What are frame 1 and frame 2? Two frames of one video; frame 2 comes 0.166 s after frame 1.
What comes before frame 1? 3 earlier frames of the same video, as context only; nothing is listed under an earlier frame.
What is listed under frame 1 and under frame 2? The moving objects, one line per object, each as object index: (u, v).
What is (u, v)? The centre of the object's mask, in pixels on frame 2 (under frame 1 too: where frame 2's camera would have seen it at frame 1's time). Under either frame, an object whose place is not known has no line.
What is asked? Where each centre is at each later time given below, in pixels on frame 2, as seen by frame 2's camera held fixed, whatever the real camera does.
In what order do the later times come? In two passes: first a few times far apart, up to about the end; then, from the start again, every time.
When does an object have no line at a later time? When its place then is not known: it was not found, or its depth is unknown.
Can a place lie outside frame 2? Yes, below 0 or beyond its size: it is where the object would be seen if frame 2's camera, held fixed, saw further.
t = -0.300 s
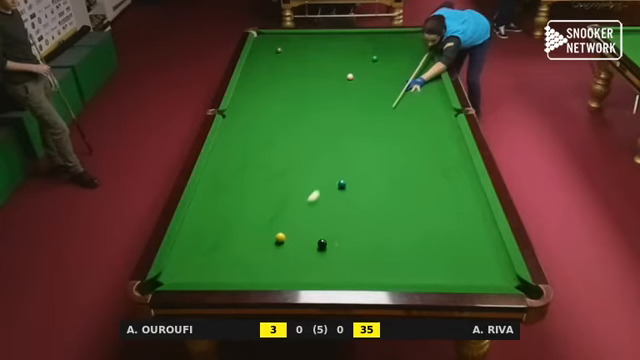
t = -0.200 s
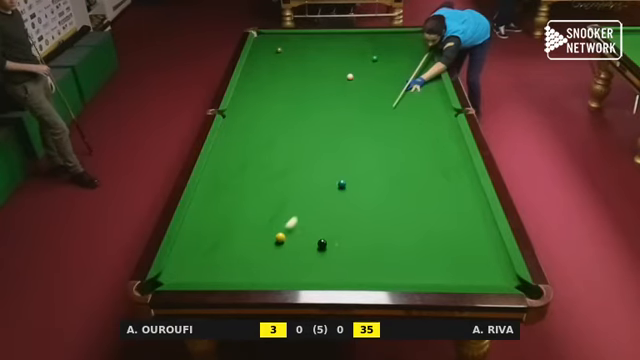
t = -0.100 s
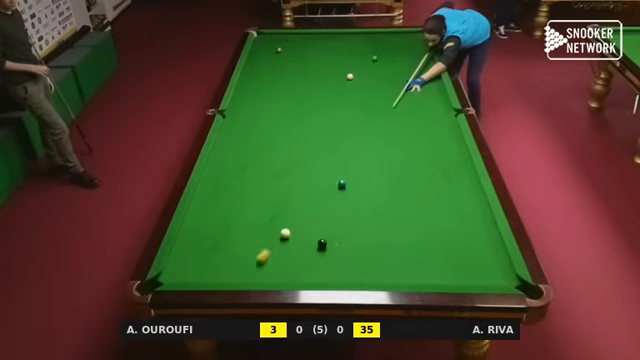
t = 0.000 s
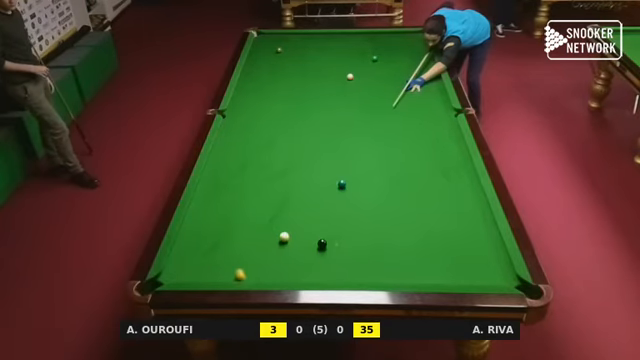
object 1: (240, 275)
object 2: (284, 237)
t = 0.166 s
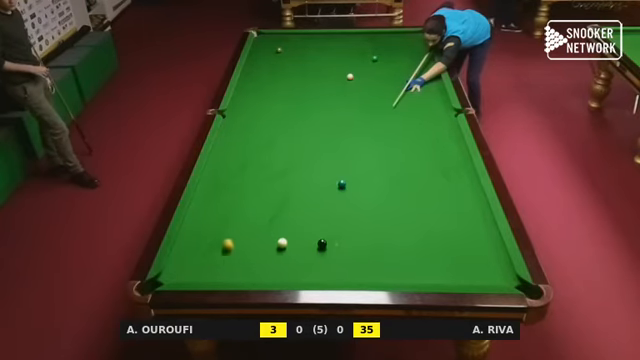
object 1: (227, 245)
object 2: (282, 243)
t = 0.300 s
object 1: (220, 225)
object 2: (280, 248)
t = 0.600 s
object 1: (205, 186)
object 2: (277, 259)
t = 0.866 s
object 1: (222, 161)
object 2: (274, 268)
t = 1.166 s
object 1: (243, 138)
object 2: (273, 276)
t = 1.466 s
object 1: (262, 118)
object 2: (275, 275)
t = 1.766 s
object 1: (278, 101)
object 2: (278, 272)
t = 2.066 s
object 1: (291, 86)
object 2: (280, 270)
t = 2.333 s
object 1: (302, 74)
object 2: (282, 268)
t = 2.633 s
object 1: (312, 62)
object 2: (283, 267)
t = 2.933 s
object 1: (322, 52)
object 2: (283, 267)
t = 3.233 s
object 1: (330, 42)
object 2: (283, 267)
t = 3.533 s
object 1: (337, 34)
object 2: (283, 267)
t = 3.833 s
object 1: (343, 38)
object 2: (283, 267)
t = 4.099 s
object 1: (348, 42)
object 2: (283, 267)
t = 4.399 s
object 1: (354, 48)
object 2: (283, 267)
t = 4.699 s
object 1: (360, 53)
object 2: (283, 267)
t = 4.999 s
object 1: (365, 58)
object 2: (283, 267)
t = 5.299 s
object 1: (370, 63)
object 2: (283, 267)
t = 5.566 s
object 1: (375, 67)
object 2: (283, 267)
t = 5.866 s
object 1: (379, 71)
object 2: (283, 267)
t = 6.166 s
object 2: (283, 267)
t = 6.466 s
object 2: (283, 267)
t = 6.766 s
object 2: (283, 267)
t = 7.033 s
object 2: (283, 267)
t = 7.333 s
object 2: (283, 267)
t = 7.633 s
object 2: (283, 267)
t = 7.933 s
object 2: (283, 267)
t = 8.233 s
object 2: (283, 267)
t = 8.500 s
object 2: (283, 267)
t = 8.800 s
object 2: (283, 266)
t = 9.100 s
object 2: (283, 266)
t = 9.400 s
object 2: (283, 266)
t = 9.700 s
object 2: (283, 266)
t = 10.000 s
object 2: (283, 266)
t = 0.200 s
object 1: (225, 240)
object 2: (281, 245)
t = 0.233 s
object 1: (223, 235)
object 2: (281, 246)
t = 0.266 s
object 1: (221, 230)
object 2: (281, 247)
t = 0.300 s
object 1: (220, 225)
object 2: (280, 248)
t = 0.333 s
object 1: (218, 220)
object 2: (280, 249)
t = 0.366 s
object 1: (216, 215)
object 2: (280, 251)
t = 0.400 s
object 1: (214, 210)
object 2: (279, 252)
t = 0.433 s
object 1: (212, 206)
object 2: (279, 253)
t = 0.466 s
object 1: (211, 202)
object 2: (278, 254)
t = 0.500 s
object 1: (209, 198)
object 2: (278, 255)
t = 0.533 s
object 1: (207, 194)
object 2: (278, 257)
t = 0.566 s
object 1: (206, 190)
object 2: (277, 258)
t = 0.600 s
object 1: (205, 186)
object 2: (277, 259)
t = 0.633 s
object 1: (203, 182)
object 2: (277, 260)
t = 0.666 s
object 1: (204, 179)
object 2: (276, 261)
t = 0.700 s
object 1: (208, 176)
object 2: (276, 262)
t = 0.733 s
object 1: (211, 173)
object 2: (276, 264)
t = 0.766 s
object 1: (214, 170)
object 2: (275, 265)
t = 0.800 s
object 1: (216, 167)
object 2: (275, 266)
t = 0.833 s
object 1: (219, 164)
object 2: (275, 267)
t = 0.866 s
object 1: (222, 161)
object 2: (274, 268)
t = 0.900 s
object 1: (224, 158)
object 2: (274, 269)
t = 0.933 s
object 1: (227, 155)
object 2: (274, 270)
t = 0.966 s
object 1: (230, 153)
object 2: (274, 271)
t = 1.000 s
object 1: (232, 150)
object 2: (273, 272)
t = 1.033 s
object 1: (234, 148)
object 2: (273, 273)
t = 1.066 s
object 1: (237, 145)
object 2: (273, 274)
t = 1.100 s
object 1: (239, 143)
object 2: (273, 275)
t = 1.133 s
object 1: (241, 140)
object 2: (273, 275)
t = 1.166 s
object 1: (243, 138)
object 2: (273, 276)
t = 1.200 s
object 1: (246, 135)
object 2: (272, 277)
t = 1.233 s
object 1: (248, 133)
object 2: (272, 277)
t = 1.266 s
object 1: (250, 131)
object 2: (273, 277)
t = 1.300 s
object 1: (252, 128)
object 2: (273, 276)
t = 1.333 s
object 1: (254, 127)
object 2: (274, 276)
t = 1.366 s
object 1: (256, 124)
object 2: (274, 276)
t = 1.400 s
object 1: (258, 122)
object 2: (274, 275)
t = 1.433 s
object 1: (260, 120)
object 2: (275, 275)
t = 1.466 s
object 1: (262, 118)
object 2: (275, 275)
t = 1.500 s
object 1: (264, 116)
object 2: (275, 275)
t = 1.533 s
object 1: (266, 114)
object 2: (276, 275)
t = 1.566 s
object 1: (267, 112)
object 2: (276, 274)
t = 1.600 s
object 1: (269, 110)
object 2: (277, 274)
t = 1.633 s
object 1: (271, 108)
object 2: (277, 274)
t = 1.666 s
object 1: (273, 106)
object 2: (277, 273)
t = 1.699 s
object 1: (274, 104)
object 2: (278, 273)
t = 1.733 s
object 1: (276, 103)
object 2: (278, 273)
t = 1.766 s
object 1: (278, 101)
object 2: (278, 272)
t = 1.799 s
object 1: (279, 99)
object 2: (278, 272)
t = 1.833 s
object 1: (281, 98)
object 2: (279, 272)
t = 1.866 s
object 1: (282, 96)
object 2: (279, 272)
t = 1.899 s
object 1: (284, 94)
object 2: (279, 271)
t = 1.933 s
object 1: (285, 92)
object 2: (280, 271)
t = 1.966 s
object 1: (287, 91)
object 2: (280, 271)
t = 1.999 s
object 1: (288, 89)
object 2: (280, 270)
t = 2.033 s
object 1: (290, 88)
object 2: (280, 270)
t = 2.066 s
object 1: (291, 86)
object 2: (280, 270)
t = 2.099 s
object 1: (293, 84)
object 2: (280, 270)
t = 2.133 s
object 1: (294, 83)
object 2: (281, 269)
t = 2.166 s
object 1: (295, 81)
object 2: (281, 269)
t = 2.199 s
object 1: (297, 80)
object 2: (281, 269)
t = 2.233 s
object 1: (298, 79)
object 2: (281, 269)
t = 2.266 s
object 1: (299, 77)
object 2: (281, 269)
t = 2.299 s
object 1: (301, 76)
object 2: (282, 268)
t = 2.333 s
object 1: (302, 74)
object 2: (282, 268)
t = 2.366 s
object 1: (303, 73)
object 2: (282, 268)
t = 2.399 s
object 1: (304, 71)
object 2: (282, 268)
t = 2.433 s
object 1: (306, 70)
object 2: (282, 268)
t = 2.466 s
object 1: (307, 69)
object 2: (282, 268)
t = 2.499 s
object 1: (308, 68)
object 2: (282, 268)
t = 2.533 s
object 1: (309, 66)
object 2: (283, 267)
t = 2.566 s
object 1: (310, 65)
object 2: (283, 267)
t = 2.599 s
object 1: (311, 64)
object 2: (283, 267)
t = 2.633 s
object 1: (312, 62)
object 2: (283, 267)
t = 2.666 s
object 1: (313, 61)
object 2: (283, 267)
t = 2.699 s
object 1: (315, 60)
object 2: (283, 267)
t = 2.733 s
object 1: (316, 59)
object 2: (283, 267)
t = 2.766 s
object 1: (317, 57)
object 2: (283, 267)
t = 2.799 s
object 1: (318, 56)
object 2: (283, 267)
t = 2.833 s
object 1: (319, 55)
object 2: (283, 267)
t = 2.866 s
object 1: (320, 54)
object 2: (283, 267)
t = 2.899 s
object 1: (321, 53)
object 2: (283, 267)
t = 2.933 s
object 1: (322, 52)
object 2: (283, 267)
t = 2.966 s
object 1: (323, 51)
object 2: (283, 267)
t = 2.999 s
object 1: (324, 49)
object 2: (283, 267)
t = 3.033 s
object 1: (325, 48)
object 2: (283, 267)
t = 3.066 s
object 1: (325, 47)
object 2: (283, 267)
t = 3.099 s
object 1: (326, 46)
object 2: (283, 267)
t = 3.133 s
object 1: (328, 45)
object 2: (283, 267)
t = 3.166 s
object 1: (328, 44)
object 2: (283, 267)
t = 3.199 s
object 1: (329, 43)
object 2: (283, 267)
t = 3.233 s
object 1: (330, 42)
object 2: (283, 267)
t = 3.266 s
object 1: (331, 41)
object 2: (283, 267)
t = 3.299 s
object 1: (332, 40)
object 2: (283, 267)
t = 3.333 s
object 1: (333, 39)
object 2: (283, 267)
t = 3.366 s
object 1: (333, 38)
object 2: (283, 267)
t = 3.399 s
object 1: (334, 37)
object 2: (283, 267)
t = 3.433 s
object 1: (335, 36)
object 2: (283, 267)
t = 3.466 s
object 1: (336, 35)
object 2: (283, 267)
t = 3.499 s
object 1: (336, 35)
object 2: (283, 267)
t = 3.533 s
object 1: (337, 34)
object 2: (283, 267)
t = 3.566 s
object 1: (338, 34)
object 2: (283, 267)
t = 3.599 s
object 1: (338, 34)
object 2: (283, 267)
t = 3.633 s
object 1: (339, 34)
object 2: (283, 267)
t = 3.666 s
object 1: (340, 35)
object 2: (283, 267)
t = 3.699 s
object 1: (340, 35)
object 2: (283, 267)
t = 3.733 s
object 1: (341, 36)
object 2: (283, 267)
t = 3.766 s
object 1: (342, 37)
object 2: (283, 267)
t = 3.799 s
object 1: (342, 37)
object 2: (283, 267)
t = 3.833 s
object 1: (343, 38)
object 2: (283, 267)
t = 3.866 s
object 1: (344, 38)
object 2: (283, 267)
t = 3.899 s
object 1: (344, 39)
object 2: (283, 267)
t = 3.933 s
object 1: (345, 39)
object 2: (283, 267)
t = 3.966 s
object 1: (346, 40)
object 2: (283, 267)
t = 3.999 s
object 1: (346, 41)
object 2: (283, 267)
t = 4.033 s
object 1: (347, 41)
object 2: (283, 267)
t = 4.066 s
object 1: (348, 42)
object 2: (283, 267)
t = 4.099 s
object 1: (348, 42)
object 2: (283, 267)
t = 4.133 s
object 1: (349, 43)
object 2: (283, 267)
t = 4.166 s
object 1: (350, 44)
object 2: (283, 267)
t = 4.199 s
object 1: (350, 44)
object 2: (283, 267)
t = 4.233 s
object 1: (351, 45)
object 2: (283, 267)
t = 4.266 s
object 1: (352, 45)
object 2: (283, 267)
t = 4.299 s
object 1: (352, 46)
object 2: (283, 267)
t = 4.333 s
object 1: (353, 46)
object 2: (283, 267)
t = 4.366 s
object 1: (354, 47)
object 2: (283, 267)
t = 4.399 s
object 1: (354, 48)
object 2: (283, 267)
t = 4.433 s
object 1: (355, 48)
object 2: (283, 267)
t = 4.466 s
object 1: (356, 49)
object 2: (283, 267)
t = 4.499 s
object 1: (356, 49)
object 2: (283, 267)
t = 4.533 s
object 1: (357, 50)
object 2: (283, 267)
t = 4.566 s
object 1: (357, 51)
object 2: (283, 267)
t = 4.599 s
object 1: (358, 51)
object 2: (283, 267)
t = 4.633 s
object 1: (359, 52)
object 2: (283, 267)
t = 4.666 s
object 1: (359, 52)
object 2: (283, 267)
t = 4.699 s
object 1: (360, 53)
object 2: (283, 267)
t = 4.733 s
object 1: (361, 53)
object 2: (283, 267)
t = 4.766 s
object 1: (361, 54)
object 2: (283, 267)
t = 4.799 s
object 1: (362, 54)
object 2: (283, 267)
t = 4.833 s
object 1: (362, 55)
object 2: (283, 267)
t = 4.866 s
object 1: (363, 56)
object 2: (283, 267)
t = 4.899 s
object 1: (363, 56)
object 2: (283, 267)
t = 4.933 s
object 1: (364, 57)
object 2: (283, 267)
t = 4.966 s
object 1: (364, 57)
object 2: (283, 267)
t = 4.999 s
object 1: (365, 58)
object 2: (283, 267)
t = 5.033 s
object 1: (366, 58)
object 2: (283, 267)
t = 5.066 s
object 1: (366, 59)
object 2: (283, 267)
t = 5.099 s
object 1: (367, 59)
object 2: (283, 267)
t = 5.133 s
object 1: (367, 60)
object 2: (283, 267)
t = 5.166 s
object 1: (368, 60)
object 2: (283, 267)
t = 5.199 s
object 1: (369, 61)
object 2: (283, 267)
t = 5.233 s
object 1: (369, 62)
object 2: (283, 267)
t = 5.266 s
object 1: (370, 62)
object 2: (283, 267)
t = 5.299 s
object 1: (370, 63)
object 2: (283, 267)
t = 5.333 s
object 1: (371, 63)
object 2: (283, 267)
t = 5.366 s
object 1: (371, 64)
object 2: (283, 267)
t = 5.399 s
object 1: (372, 64)
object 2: (283, 267)
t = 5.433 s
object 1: (372, 65)
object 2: (283, 267)
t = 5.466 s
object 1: (373, 65)
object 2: (283, 267)
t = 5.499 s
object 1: (373, 66)
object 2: (283, 267)
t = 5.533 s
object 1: (374, 66)
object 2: (283, 267)
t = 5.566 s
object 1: (375, 67)
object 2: (283, 267)
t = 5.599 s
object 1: (375, 67)
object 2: (283, 267)
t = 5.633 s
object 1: (376, 68)
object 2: (283, 267)
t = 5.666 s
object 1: (377, 68)
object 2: (283, 267)
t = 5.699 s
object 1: (377, 69)
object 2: (283, 267)
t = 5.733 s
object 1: (378, 69)
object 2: (283, 267)
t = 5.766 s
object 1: (378, 70)
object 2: (283, 267)
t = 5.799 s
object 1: (378, 70)
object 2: (283, 267)
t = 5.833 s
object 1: (379, 71)
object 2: (283, 267)
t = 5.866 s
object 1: (379, 71)
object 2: (283, 267)
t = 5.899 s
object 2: (283, 267)
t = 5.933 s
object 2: (283, 267)
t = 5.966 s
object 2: (283, 267)
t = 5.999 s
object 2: (283, 267)
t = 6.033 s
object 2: (283, 267)
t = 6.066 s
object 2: (283, 267)
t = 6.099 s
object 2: (283, 267)
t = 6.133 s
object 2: (283, 267)
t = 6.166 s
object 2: (283, 267)
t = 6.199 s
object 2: (283, 267)
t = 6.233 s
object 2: (283, 267)
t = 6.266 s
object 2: (283, 267)
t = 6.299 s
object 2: (283, 267)
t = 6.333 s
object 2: (283, 267)
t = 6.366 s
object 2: (283, 267)
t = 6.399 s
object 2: (283, 267)
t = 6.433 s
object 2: (283, 267)
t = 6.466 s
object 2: (283, 267)
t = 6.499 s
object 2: (283, 267)
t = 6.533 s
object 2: (283, 267)
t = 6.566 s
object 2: (283, 267)
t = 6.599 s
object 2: (283, 267)
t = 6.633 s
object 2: (283, 267)
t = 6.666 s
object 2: (283, 267)
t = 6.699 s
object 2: (283, 267)
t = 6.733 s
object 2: (283, 267)
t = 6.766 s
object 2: (283, 267)
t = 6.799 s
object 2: (283, 267)
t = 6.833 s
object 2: (283, 267)
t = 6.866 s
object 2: (283, 267)
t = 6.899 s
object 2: (283, 267)
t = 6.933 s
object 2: (283, 267)
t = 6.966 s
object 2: (283, 267)
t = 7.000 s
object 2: (283, 267)
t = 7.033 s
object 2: (283, 267)
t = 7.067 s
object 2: (283, 267)
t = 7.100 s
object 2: (283, 267)
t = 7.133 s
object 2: (283, 267)
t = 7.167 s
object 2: (283, 267)
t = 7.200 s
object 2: (283, 267)
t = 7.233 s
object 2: (283, 267)
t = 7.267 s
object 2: (283, 267)
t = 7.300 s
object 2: (283, 267)
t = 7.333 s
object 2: (283, 267)
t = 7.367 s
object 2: (283, 267)
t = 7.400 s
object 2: (283, 267)
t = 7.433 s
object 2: (283, 267)
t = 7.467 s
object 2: (283, 267)
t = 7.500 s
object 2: (283, 267)
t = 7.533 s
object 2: (283, 267)
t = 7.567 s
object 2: (283, 267)
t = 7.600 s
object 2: (283, 267)
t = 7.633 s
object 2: (283, 267)
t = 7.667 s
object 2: (283, 267)
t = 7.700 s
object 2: (283, 267)
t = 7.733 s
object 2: (283, 267)
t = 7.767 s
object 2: (283, 267)
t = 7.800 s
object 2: (283, 267)
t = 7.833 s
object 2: (283, 267)
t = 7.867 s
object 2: (283, 267)
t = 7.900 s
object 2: (283, 267)
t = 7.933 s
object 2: (283, 267)
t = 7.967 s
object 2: (283, 267)
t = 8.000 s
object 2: (283, 267)
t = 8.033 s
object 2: (283, 267)
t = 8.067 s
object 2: (283, 267)
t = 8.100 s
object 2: (283, 267)
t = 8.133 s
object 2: (283, 267)
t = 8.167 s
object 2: (283, 267)
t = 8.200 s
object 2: (283, 267)
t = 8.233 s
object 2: (283, 267)
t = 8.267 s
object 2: (283, 267)
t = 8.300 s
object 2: (283, 267)
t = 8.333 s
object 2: (283, 267)
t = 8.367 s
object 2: (283, 267)
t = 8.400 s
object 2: (283, 267)
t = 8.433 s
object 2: (283, 267)
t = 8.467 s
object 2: (283, 267)
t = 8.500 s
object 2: (283, 267)
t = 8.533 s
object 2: (283, 267)
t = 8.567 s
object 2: (283, 267)
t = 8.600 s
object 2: (283, 267)
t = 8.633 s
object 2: (283, 267)
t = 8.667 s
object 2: (283, 266)
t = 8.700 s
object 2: (283, 266)
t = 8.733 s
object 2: (283, 266)
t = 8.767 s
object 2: (283, 266)
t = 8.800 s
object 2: (283, 266)
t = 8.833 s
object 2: (283, 266)
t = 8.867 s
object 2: (283, 266)
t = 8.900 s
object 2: (283, 266)
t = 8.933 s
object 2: (283, 266)
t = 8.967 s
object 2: (283, 266)
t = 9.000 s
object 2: (283, 266)
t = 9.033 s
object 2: (283, 266)
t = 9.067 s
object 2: (283, 266)
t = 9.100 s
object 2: (283, 266)
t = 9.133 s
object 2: (283, 266)
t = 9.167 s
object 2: (283, 266)
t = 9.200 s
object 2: (283, 266)
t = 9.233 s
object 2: (283, 266)
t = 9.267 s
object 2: (283, 266)
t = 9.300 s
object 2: (283, 266)
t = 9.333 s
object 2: (283, 266)
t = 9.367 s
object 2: (283, 266)
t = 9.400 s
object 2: (283, 266)
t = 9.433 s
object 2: (283, 266)
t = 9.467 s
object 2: (283, 266)
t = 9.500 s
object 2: (283, 266)
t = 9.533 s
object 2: (283, 266)
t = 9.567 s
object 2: (283, 266)
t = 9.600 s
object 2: (283, 266)
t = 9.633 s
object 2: (283, 266)
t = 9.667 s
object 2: (283, 266)
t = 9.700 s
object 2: (283, 266)
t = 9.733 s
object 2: (283, 266)
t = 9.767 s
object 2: (283, 266)
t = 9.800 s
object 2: (283, 266)
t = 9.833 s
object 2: (283, 266)
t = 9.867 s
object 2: (283, 266)
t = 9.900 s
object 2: (283, 266)
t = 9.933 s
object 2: (283, 266)
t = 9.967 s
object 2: (283, 266)
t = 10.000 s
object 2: (283, 266)
